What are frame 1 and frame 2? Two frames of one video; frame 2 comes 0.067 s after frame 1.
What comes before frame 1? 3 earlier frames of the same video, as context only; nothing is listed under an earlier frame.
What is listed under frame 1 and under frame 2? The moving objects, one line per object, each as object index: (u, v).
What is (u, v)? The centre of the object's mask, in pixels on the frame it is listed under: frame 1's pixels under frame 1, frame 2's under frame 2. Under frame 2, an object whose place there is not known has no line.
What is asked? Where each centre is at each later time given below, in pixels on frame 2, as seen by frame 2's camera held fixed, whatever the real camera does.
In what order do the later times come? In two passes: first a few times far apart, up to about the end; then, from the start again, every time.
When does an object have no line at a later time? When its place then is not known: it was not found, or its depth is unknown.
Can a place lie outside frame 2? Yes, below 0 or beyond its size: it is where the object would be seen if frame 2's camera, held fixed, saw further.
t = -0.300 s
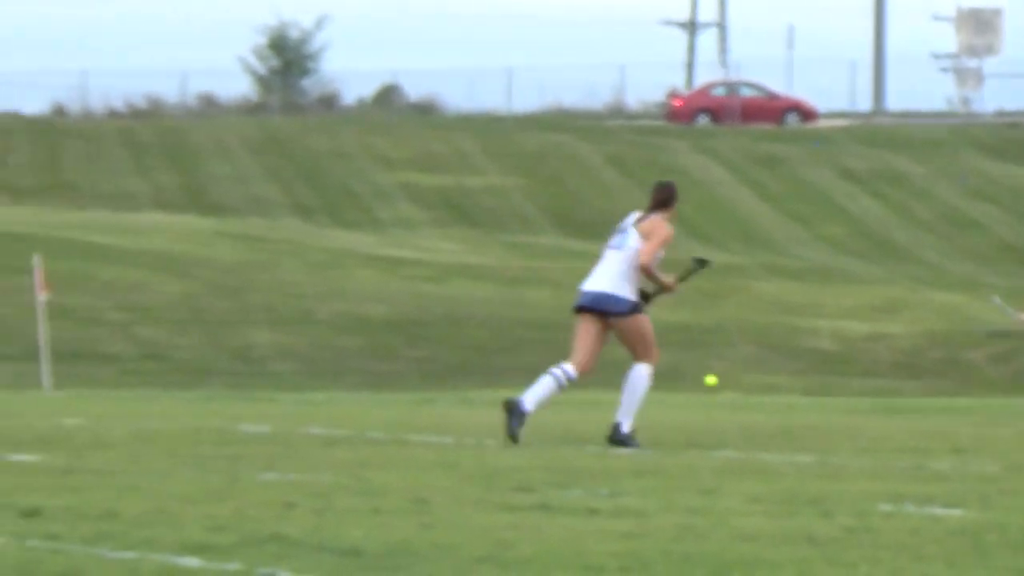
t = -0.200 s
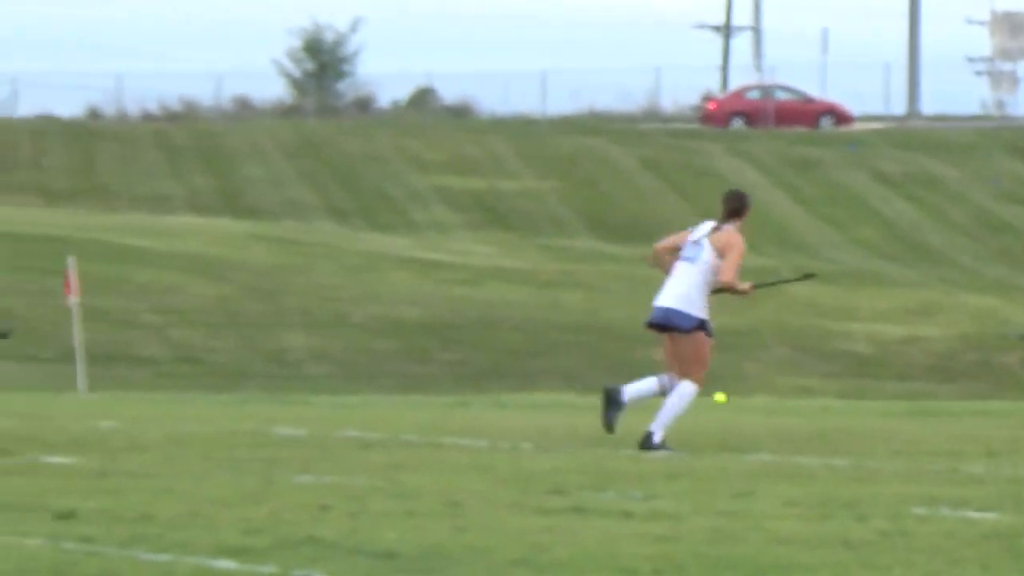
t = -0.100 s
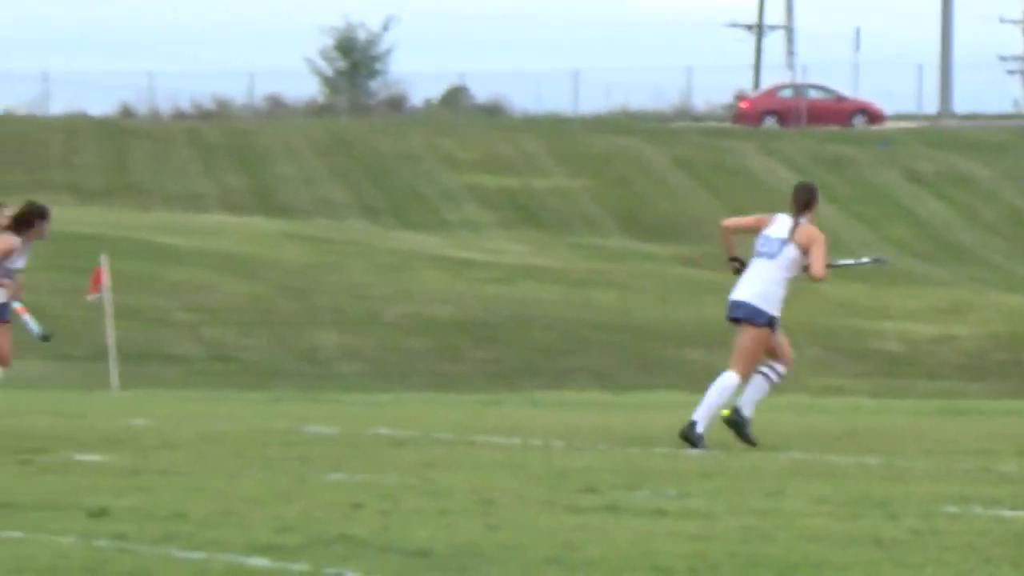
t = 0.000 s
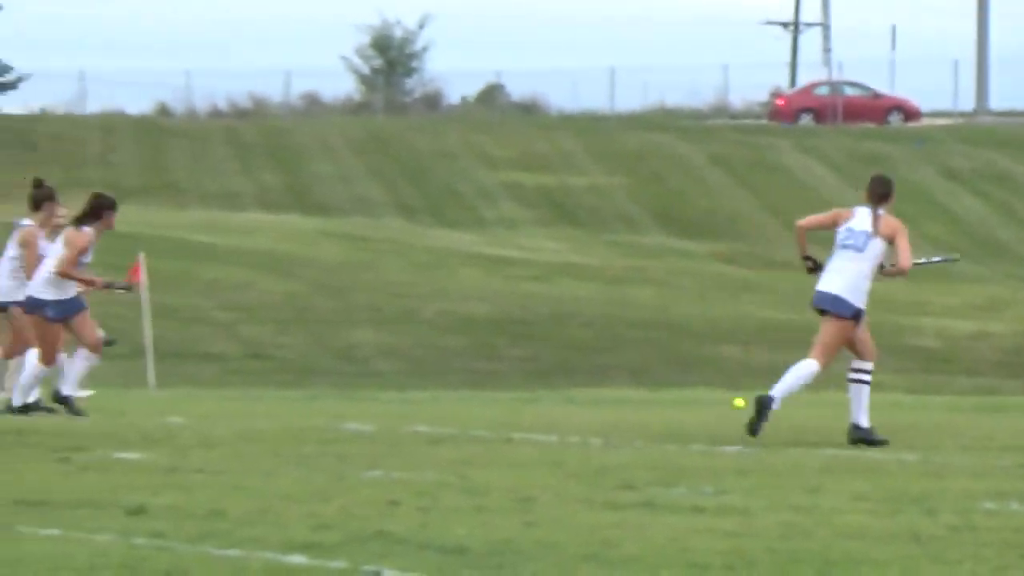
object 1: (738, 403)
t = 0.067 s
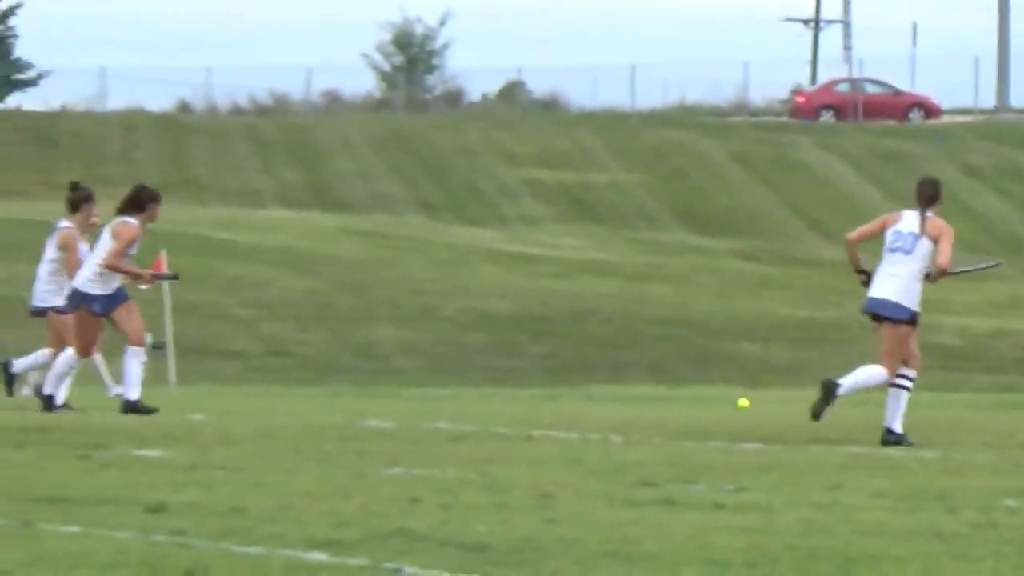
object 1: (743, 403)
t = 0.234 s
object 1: (704, 402)
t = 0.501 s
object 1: (642, 407)
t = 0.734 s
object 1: (591, 406)
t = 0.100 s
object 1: (735, 406)
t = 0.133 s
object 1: (727, 409)
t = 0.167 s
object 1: (719, 406)
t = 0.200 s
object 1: (712, 404)
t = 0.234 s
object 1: (704, 402)
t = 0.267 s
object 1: (696, 402)
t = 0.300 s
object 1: (688, 404)
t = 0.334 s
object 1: (681, 407)
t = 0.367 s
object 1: (673, 408)
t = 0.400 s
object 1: (665, 406)
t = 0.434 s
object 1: (658, 405)
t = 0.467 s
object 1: (649, 405)
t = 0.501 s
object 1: (642, 407)
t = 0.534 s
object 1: (634, 409)
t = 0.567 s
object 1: (626, 408)
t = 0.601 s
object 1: (620, 405)
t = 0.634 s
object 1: (612, 403)
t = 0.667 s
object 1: (605, 402)
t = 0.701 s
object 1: (598, 404)
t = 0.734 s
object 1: (591, 406)
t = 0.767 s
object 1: (584, 410)
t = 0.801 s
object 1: (576, 410)
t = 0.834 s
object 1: (569, 408)
